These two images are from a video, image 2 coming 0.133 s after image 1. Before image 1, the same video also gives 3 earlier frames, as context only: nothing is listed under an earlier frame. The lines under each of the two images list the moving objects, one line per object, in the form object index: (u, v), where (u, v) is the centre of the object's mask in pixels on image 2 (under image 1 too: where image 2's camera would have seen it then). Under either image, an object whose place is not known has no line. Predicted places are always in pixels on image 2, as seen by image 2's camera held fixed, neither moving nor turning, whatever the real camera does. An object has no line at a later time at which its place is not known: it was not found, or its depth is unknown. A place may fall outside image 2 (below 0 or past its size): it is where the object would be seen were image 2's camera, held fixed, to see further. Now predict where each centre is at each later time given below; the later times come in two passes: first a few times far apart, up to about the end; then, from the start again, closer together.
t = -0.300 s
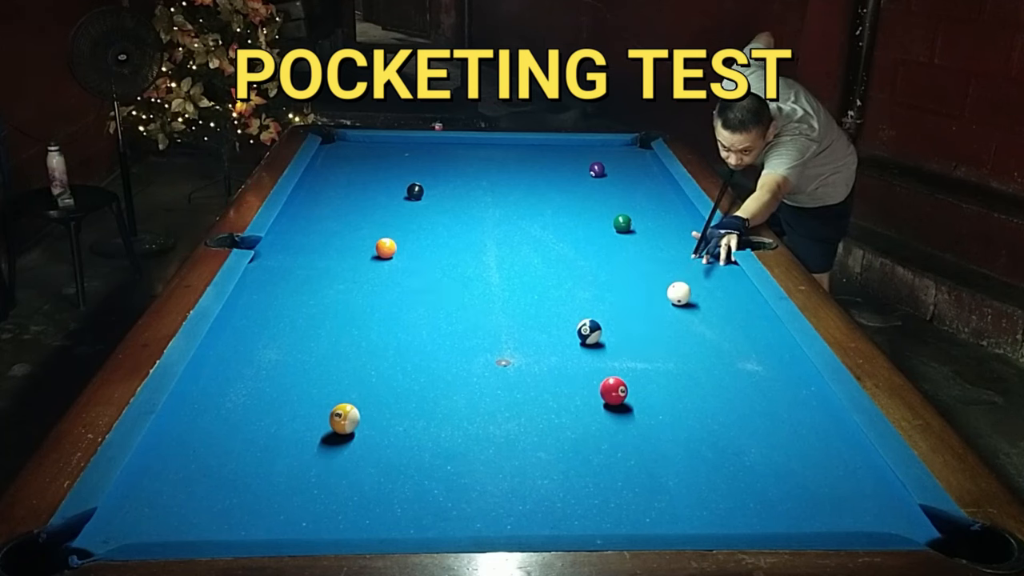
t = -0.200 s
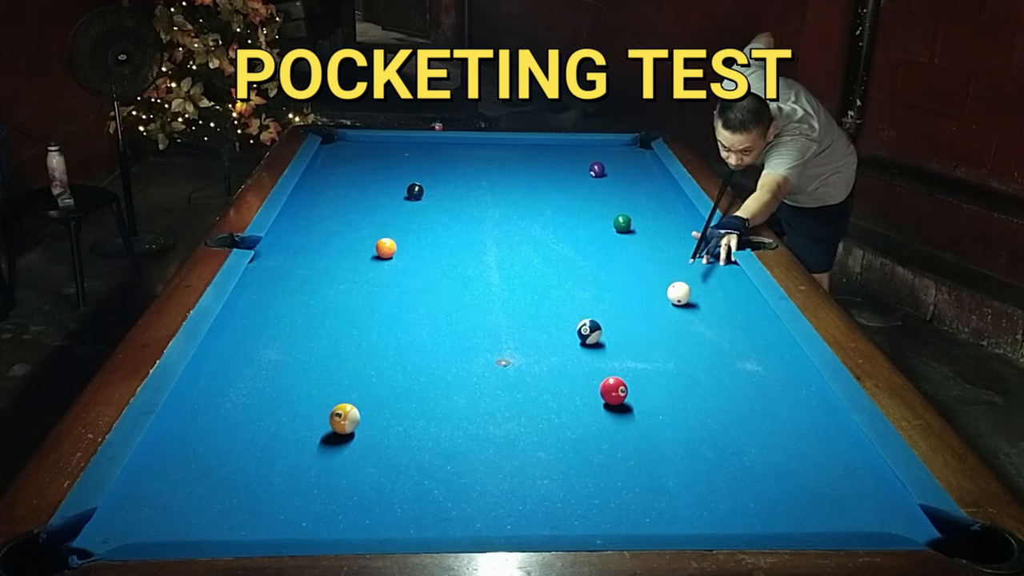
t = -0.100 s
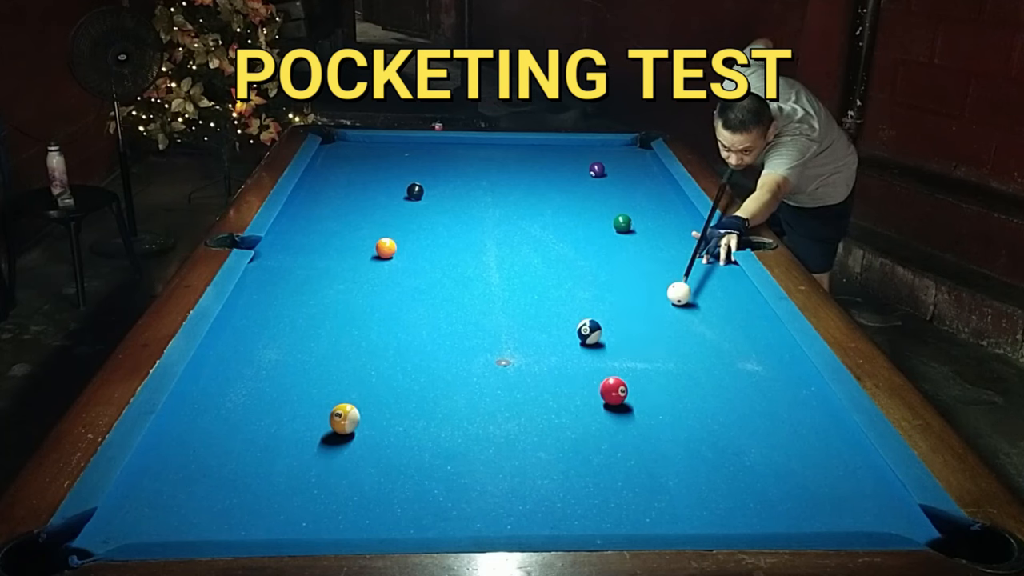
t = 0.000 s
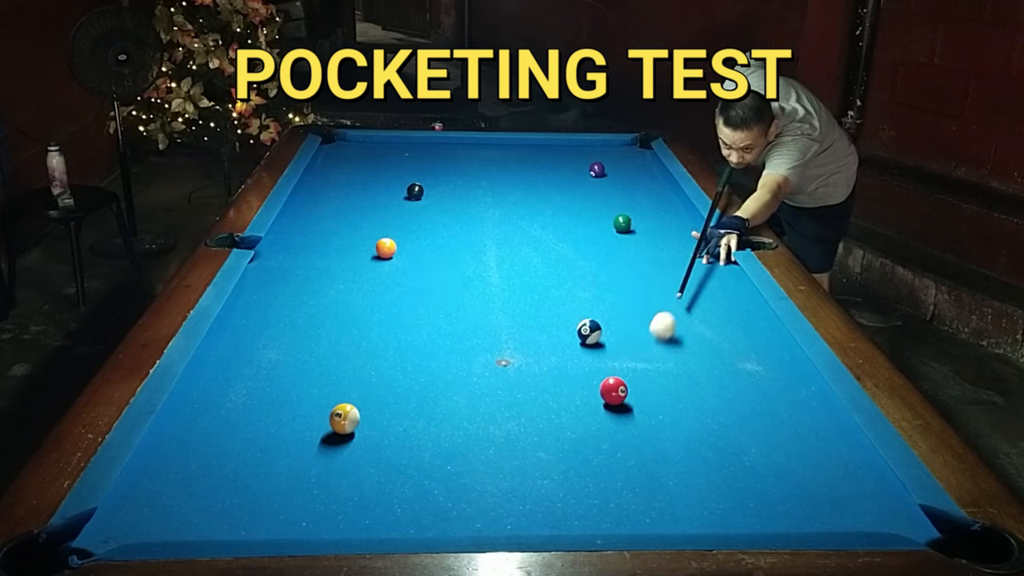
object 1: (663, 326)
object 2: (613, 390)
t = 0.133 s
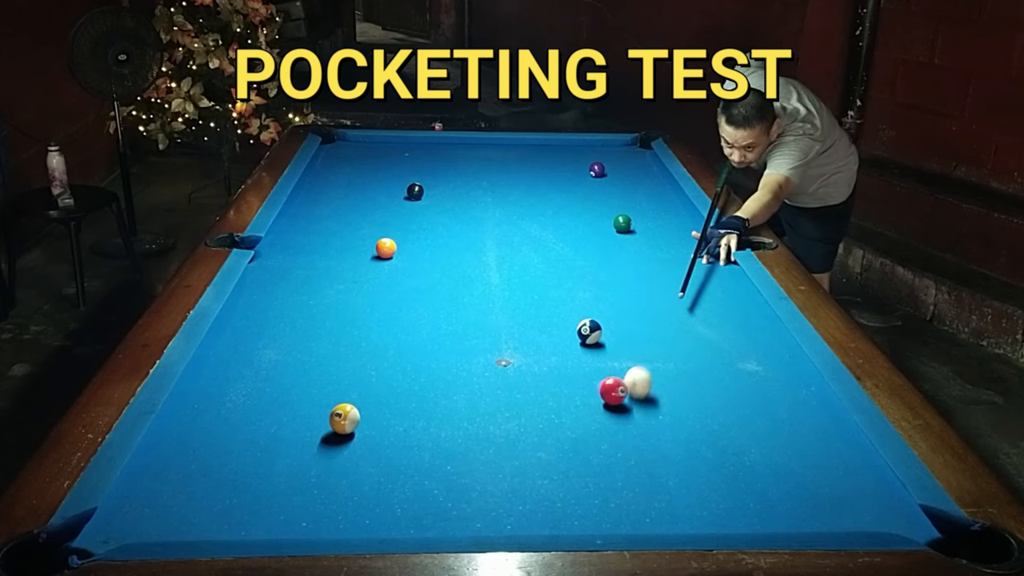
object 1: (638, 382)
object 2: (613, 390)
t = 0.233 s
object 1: (669, 418)
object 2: (550, 409)
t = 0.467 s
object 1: (740, 520)
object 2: (419, 448)
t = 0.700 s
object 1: (741, 461)
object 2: (275, 491)
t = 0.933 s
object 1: (741, 414)
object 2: (106, 536)
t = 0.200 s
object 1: (659, 405)
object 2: (571, 402)
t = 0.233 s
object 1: (669, 418)
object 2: (550, 409)
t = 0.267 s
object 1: (680, 431)
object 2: (529, 415)
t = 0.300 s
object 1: (689, 445)
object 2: (511, 420)
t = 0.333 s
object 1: (699, 460)
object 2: (493, 426)
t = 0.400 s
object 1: (719, 491)
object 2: (457, 437)
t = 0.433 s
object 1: (730, 507)
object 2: (438, 443)
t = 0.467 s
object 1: (740, 520)
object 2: (419, 448)
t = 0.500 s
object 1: (740, 510)
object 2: (399, 454)
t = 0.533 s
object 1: (740, 502)
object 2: (380, 460)
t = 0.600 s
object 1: (740, 485)
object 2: (339, 472)
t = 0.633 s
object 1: (740, 477)
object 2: (318, 478)
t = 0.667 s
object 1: (741, 469)
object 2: (297, 484)
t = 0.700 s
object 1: (741, 461)
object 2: (275, 491)
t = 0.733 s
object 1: (741, 454)
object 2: (252, 498)
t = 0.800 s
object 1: (741, 440)
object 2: (205, 510)
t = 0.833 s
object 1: (741, 433)
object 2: (181, 517)
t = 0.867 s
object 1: (741, 427)
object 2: (156, 524)
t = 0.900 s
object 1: (741, 420)
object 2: (131, 531)
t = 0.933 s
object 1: (741, 414)
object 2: (106, 536)
